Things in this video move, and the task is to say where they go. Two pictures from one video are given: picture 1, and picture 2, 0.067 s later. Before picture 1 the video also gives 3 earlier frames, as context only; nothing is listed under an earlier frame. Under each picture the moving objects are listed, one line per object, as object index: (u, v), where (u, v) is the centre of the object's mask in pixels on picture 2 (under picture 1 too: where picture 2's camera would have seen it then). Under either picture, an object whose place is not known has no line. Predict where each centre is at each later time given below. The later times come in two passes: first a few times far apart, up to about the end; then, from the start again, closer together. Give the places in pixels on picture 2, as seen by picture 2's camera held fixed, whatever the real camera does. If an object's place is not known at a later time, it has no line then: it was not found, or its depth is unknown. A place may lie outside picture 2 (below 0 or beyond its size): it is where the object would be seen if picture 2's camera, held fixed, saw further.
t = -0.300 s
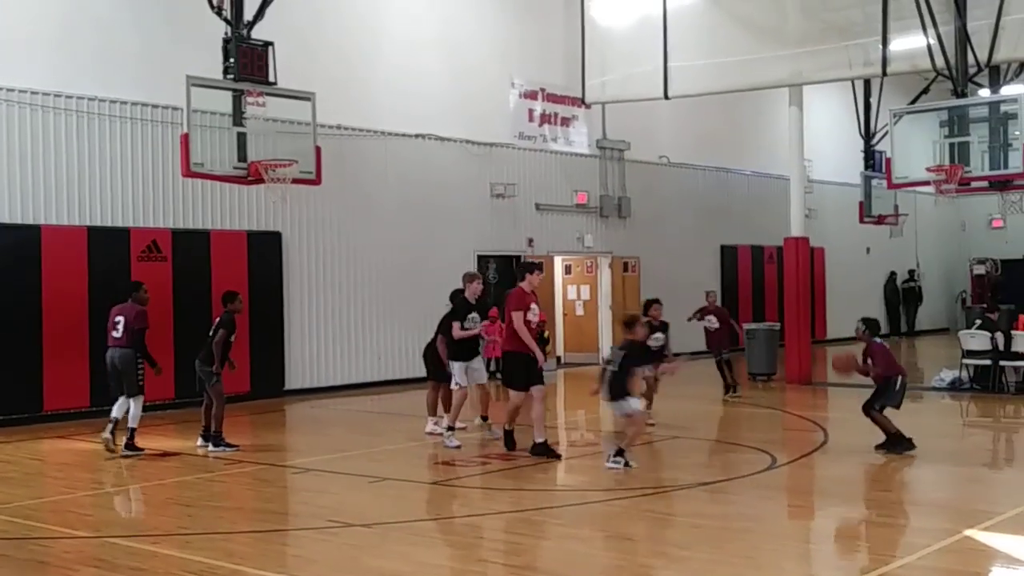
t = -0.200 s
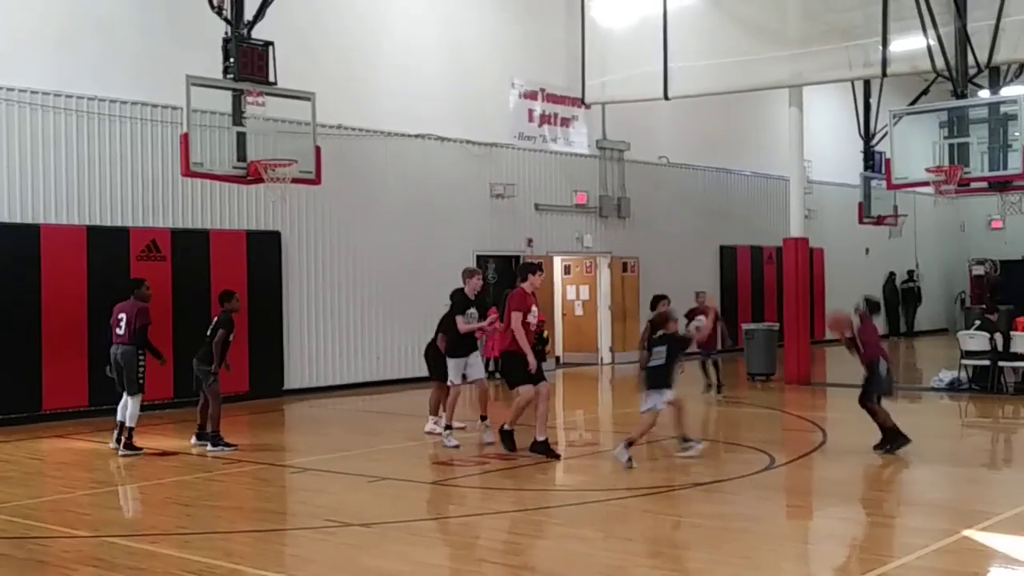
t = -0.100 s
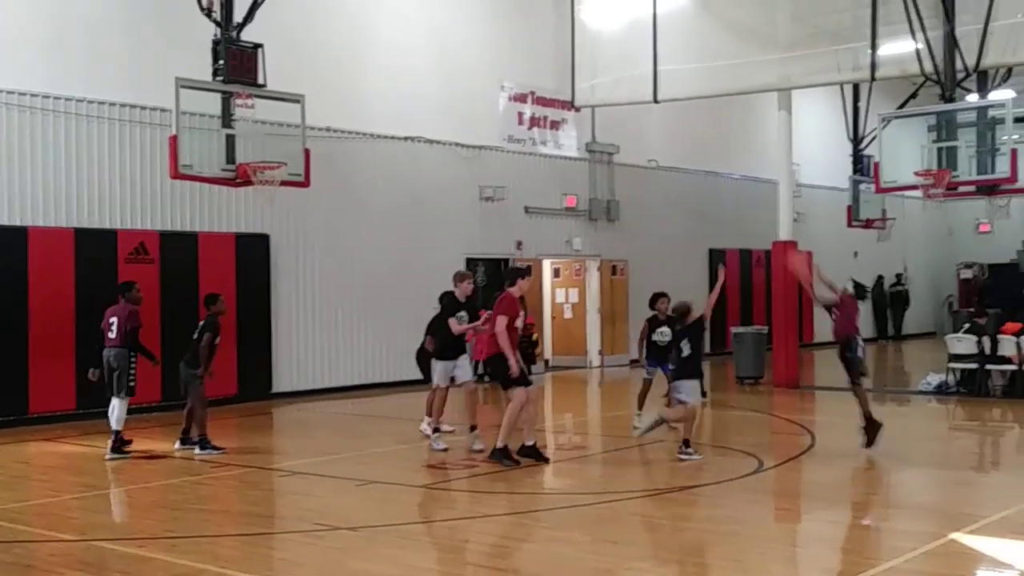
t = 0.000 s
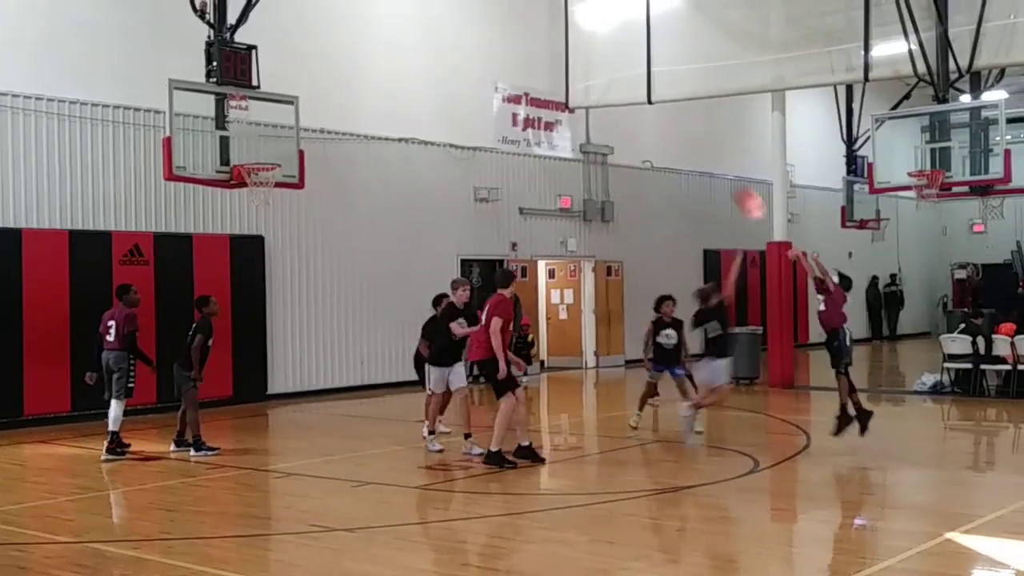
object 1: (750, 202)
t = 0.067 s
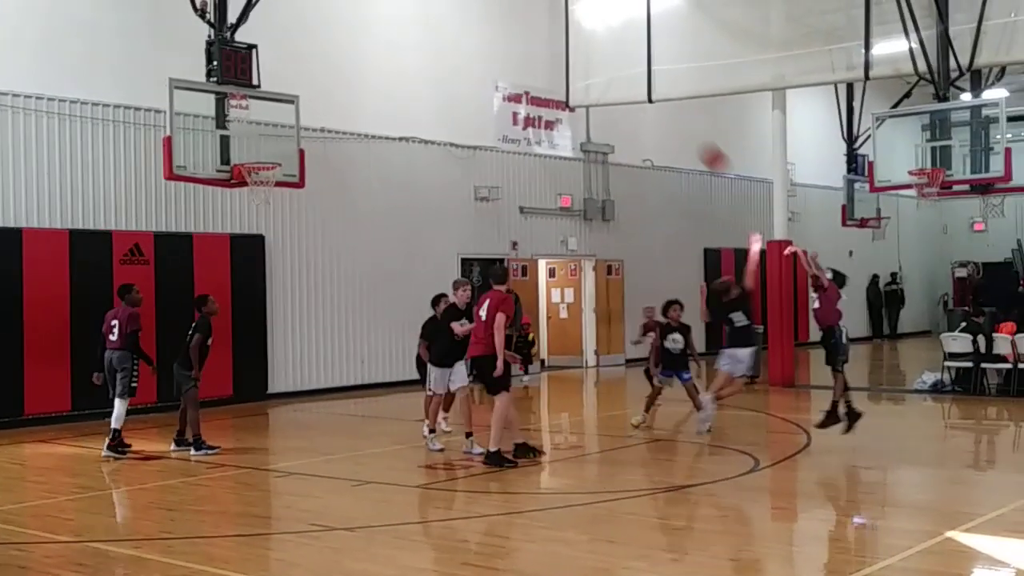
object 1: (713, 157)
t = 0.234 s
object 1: (635, 83)
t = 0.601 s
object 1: (480, 18)
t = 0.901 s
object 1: (366, 59)
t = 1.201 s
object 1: (273, 149)
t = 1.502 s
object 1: (247, 134)
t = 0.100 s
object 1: (698, 141)
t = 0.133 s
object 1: (682, 125)
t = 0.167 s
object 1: (666, 110)
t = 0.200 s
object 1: (652, 98)
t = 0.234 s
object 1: (635, 83)
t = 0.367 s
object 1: (578, 44)
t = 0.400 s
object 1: (562, 38)
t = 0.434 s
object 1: (548, 31)
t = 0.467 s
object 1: (533, 26)
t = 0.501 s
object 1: (520, 23)
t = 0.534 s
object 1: (507, 20)
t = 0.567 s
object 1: (493, 19)
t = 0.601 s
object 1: (480, 18)
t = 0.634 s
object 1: (466, 18)
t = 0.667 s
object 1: (453, 20)
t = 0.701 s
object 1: (439, 23)
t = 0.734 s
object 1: (428, 26)
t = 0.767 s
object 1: (415, 30)
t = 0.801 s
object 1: (401, 36)
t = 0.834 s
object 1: (389, 42)
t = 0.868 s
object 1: (378, 50)
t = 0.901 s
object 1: (366, 59)
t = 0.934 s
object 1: (354, 68)
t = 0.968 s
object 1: (343, 78)
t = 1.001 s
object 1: (331, 89)
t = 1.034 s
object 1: (320, 100)
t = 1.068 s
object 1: (310, 112)
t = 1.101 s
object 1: (298, 127)
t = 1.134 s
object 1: (286, 143)
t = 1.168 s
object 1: (276, 153)
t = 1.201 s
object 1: (273, 149)
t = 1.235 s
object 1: (270, 144)
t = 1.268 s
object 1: (267, 139)
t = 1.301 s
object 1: (264, 135)
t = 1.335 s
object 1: (261, 133)
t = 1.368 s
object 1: (258, 131)
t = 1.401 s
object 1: (255, 130)
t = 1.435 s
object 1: (252, 131)
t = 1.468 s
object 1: (249, 132)
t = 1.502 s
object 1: (247, 134)
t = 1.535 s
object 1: (244, 137)
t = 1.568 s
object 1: (241, 141)
